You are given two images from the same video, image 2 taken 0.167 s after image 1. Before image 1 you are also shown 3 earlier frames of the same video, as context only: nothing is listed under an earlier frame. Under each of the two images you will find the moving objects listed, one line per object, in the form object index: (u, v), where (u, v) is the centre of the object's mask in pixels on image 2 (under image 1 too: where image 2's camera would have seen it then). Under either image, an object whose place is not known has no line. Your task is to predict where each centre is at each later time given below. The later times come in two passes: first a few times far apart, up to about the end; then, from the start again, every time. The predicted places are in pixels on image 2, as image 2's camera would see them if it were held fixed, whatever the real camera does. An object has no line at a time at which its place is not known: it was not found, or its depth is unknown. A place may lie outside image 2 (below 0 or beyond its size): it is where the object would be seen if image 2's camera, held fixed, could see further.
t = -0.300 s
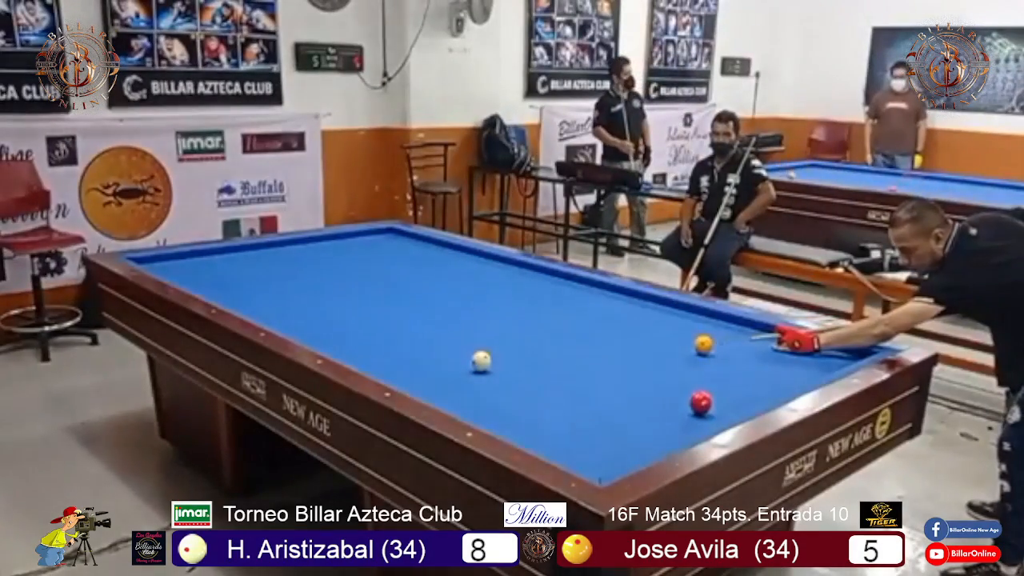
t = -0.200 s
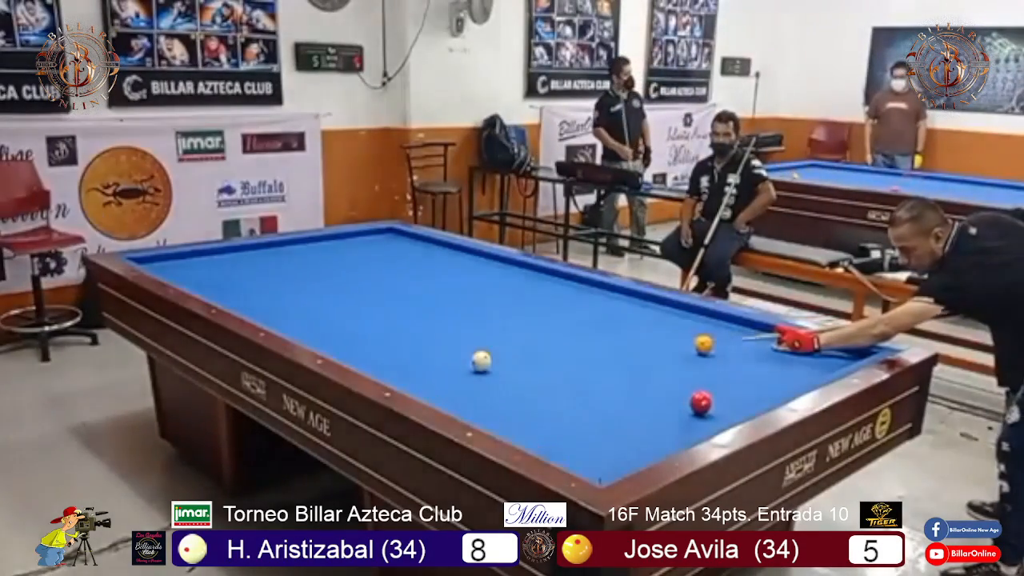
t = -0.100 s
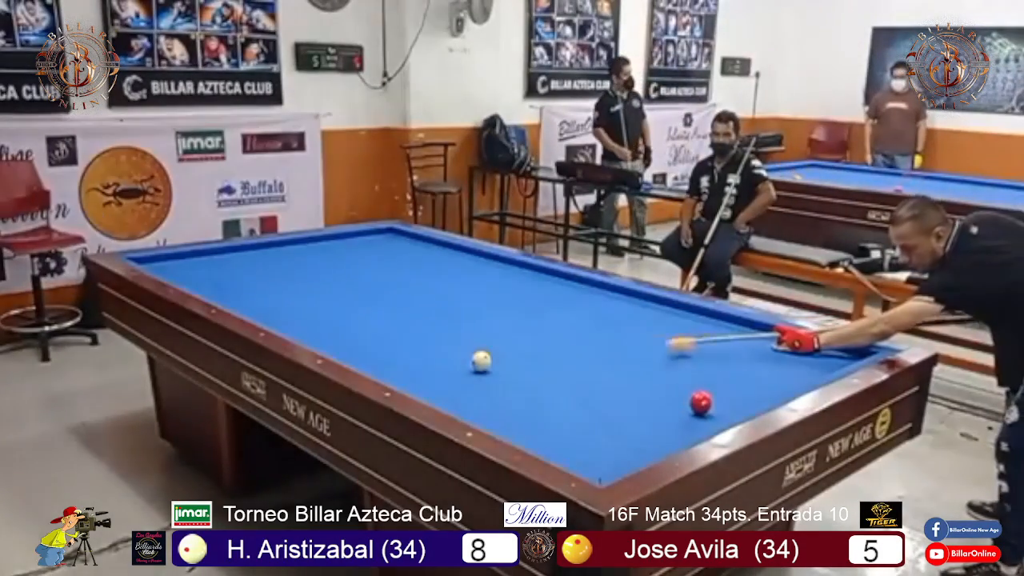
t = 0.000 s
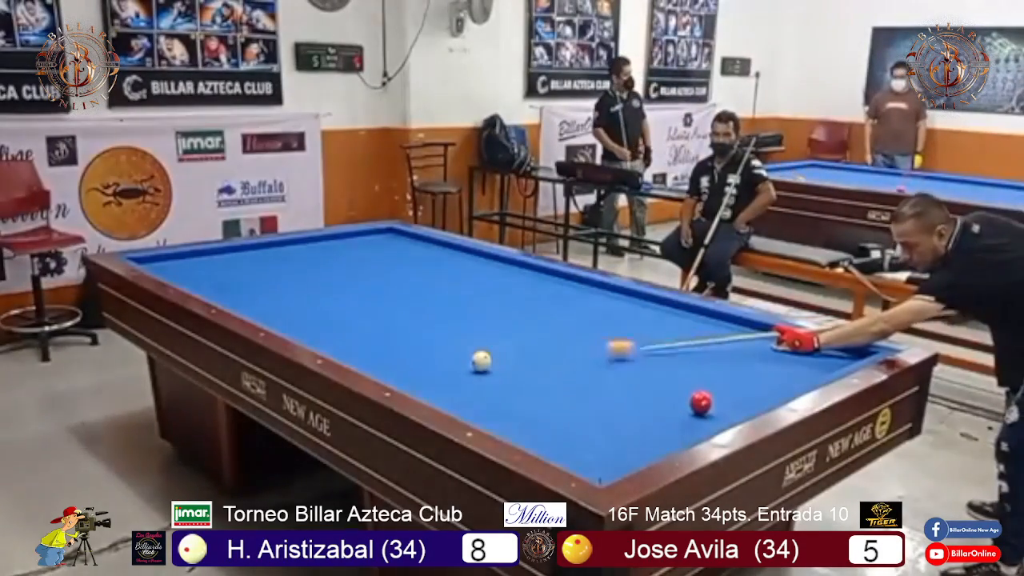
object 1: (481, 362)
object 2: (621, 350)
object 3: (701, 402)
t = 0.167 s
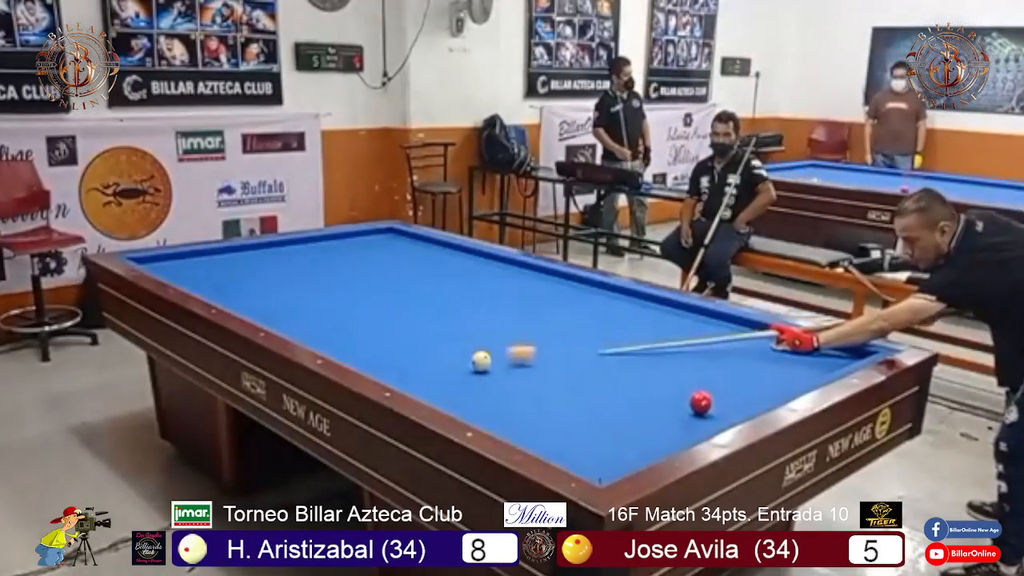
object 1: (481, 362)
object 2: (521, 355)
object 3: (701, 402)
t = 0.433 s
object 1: (420, 383)
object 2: (415, 341)
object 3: (701, 402)
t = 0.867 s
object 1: (503, 373)
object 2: (272, 316)
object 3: (701, 402)
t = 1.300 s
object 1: (574, 361)
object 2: (236, 283)
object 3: (701, 402)
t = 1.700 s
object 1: (632, 353)
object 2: (211, 258)
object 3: (701, 402)
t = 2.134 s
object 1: (688, 344)
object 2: (263, 255)
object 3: (701, 402)
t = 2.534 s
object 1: (734, 337)
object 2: (332, 258)
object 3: (701, 402)
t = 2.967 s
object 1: (777, 330)
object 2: (405, 262)
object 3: (701, 402)
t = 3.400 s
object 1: (769, 338)
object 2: (475, 266)
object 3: (701, 402)
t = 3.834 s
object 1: (761, 346)
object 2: (545, 270)
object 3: (701, 402)
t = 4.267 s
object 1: (755, 353)
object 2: (564, 281)
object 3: (701, 402)
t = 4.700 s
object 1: (749, 359)
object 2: (583, 295)
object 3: (701, 402)
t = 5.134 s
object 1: (743, 366)
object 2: (604, 310)
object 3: (701, 402)
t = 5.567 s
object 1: (738, 371)
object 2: (627, 327)
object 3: (701, 402)
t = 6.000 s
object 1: (733, 375)
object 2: (652, 345)
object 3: (701, 402)
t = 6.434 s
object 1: (729, 379)
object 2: (680, 364)
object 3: (701, 402)
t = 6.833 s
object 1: (727, 381)
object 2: (708, 383)
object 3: (701, 402)
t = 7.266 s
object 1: (724, 383)
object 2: (740, 403)
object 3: (701, 402)
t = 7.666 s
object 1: (724, 383)
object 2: (719, 407)
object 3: (688, 401)
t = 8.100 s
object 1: (724, 383)
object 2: (712, 407)
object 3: (665, 397)
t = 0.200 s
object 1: (481, 362)
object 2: (502, 356)
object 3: (701, 402)
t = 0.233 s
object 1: (475, 363)
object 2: (488, 353)
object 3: (701, 402)
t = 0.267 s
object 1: (465, 368)
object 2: (477, 350)
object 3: (701, 402)
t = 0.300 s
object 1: (455, 372)
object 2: (465, 349)
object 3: (701, 402)
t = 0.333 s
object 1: (445, 376)
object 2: (453, 347)
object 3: (701, 402)
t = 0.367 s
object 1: (436, 379)
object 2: (440, 345)
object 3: (701, 402)
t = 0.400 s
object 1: (427, 382)
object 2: (428, 343)
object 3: (701, 402)
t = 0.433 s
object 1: (420, 383)
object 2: (415, 341)
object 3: (701, 402)
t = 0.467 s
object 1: (425, 384)
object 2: (403, 340)
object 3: (701, 402)
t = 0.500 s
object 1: (434, 383)
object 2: (391, 338)
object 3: (701, 401)
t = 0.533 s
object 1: (441, 383)
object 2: (379, 336)
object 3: (701, 402)
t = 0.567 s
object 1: (449, 382)
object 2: (368, 335)
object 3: (701, 402)
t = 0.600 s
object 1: (455, 380)
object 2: (355, 334)
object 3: (701, 402)
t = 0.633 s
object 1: (461, 379)
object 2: (343, 332)
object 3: (701, 402)
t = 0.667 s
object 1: (467, 378)
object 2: (332, 330)
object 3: (701, 402)
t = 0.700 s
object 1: (473, 378)
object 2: (320, 329)
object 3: (701, 402)
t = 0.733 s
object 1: (479, 377)
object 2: (309, 327)
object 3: (701, 402)
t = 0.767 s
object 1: (485, 376)
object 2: (298, 325)
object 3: (701, 402)
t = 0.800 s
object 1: (492, 374)
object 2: (288, 322)
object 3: (701, 402)
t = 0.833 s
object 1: (497, 374)
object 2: (277, 319)
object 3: (701, 402)
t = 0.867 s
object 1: (503, 373)
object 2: (272, 316)
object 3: (701, 402)
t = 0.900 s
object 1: (509, 372)
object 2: (269, 315)
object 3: (701, 402)
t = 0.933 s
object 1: (515, 371)
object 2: (266, 312)
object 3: (701, 402)
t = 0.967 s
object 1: (520, 370)
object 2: (264, 310)
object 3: (701, 402)
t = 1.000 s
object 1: (526, 369)
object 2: (260, 307)
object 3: (701, 402)
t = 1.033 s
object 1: (532, 368)
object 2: (257, 304)
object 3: (701, 402)
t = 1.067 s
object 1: (537, 367)
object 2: (254, 301)
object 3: (701, 402)
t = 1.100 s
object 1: (542, 367)
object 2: (251, 298)
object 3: (701, 402)
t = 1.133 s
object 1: (548, 366)
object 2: (249, 296)
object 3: (701, 402)
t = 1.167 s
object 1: (553, 365)
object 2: (246, 293)
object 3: (701, 402)
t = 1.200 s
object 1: (558, 364)
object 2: (244, 290)
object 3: (701, 402)
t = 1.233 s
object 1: (564, 363)
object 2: (241, 288)
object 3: (701, 402)
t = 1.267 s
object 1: (568, 362)
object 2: (239, 285)
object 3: (701, 402)
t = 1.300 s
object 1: (574, 361)
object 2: (236, 283)
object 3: (701, 402)
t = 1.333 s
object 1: (579, 361)
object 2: (234, 281)
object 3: (701, 402)
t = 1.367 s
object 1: (583, 360)
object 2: (232, 278)
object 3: (701, 402)
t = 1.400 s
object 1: (588, 359)
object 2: (230, 276)
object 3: (701, 402)
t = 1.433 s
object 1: (593, 358)
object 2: (228, 274)
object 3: (701, 402)
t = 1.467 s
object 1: (599, 358)
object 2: (225, 272)
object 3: (701, 402)
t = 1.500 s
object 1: (603, 356)
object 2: (223, 270)
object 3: (701, 402)
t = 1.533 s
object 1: (608, 356)
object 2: (221, 268)
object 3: (701, 402)
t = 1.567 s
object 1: (613, 355)
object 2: (219, 266)
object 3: (701, 402)
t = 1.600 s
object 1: (617, 355)
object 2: (217, 263)
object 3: (701, 402)
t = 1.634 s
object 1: (623, 354)
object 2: (215, 262)
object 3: (701, 402)
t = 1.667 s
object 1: (627, 353)
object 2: (213, 260)
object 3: (701, 402)
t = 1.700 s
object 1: (632, 353)
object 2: (211, 258)
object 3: (701, 402)
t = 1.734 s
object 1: (637, 351)
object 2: (209, 256)
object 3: (701, 402)
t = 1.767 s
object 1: (641, 351)
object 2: (208, 254)
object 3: (701, 402)
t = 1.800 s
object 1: (645, 350)
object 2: (206, 252)
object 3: (701, 402)
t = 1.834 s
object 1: (650, 349)
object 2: (206, 251)
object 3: (701, 402)
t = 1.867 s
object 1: (654, 349)
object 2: (213, 251)
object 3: (701, 402)
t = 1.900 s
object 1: (659, 348)
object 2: (220, 251)
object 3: (701, 402)
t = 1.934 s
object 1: (662, 347)
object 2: (226, 252)
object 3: (701, 402)
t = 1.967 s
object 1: (667, 347)
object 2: (233, 253)
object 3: (701, 402)
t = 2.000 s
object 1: (671, 346)
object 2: (239, 253)
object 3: (701, 402)
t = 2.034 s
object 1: (675, 345)
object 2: (245, 253)
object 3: (701, 402)
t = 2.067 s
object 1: (680, 345)
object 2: (251, 254)
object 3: (701, 402)
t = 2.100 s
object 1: (684, 344)
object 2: (257, 254)
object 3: (701, 402)
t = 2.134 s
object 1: (688, 344)
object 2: (263, 255)
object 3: (701, 402)
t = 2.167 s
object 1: (692, 343)
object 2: (268, 255)
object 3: (701, 402)
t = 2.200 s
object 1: (696, 343)
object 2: (274, 255)
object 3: (701, 402)
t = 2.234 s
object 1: (700, 342)
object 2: (280, 255)
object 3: (701, 402)
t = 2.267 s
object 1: (704, 341)
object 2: (286, 256)
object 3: (701, 402)
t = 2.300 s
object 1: (708, 341)
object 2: (292, 256)
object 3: (701, 402)
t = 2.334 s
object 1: (712, 340)
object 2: (297, 256)
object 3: (701, 402)
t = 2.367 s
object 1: (716, 339)
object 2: (303, 257)
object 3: (701, 402)
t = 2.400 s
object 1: (720, 339)
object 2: (309, 257)
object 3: (701, 402)
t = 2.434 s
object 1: (723, 338)
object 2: (315, 258)
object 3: (701, 402)
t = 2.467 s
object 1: (727, 338)
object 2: (321, 258)
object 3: (701, 402)
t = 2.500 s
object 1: (730, 337)
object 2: (326, 258)
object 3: (701, 402)
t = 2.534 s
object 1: (734, 337)
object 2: (332, 258)
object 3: (701, 402)
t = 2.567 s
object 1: (738, 336)
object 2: (338, 259)
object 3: (701, 402)
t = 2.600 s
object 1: (742, 335)
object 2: (344, 259)
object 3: (701, 402)
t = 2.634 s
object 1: (745, 335)
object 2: (349, 259)
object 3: (701, 402)
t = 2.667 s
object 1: (748, 334)
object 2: (355, 259)
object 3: (701, 402)
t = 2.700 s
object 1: (752, 334)
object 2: (360, 260)
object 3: (701, 402)
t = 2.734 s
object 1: (756, 333)
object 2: (365, 260)
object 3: (701, 402)
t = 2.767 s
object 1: (759, 333)
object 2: (371, 260)
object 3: (701, 402)
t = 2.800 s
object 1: (763, 332)
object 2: (377, 261)
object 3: (701, 402)
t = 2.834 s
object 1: (766, 332)
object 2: (382, 261)
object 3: (701, 402)
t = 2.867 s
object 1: (770, 331)
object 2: (387, 261)
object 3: (701, 402)
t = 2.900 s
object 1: (773, 331)
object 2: (394, 262)
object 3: (701, 402)
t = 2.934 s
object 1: (776, 330)
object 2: (399, 262)
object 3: (701, 402)
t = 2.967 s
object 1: (777, 330)
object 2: (405, 262)
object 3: (701, 402)
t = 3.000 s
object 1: (776, 331)
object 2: (410, 263)
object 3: (701, 402)
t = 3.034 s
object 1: (775, 332)
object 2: (416, 263)
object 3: (701, 402)
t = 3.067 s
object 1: (775, 332)
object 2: (421, 263)
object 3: (701, 402)
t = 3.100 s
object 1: (774, 333)
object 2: (427, 264)
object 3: (701, 402)
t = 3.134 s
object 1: (774, 334)
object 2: (432, 264)
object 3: (701, 402)
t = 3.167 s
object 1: (773, 334)
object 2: (438, 265)
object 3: (701, 402)
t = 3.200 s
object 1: (773, 335)
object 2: (443, 265)
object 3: (701, 402)
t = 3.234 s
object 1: (772, 335)
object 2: (449, 265)
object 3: (701, 402)
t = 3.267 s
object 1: (771, 336)
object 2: (454, 265)
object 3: (701, 402)
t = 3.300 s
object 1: (771, 336)
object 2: (460, 265)
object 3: (701, 402)
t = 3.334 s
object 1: (770, 337)
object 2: (464, 266)
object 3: (701, 402)
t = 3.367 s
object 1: (770, 338)
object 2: (470, 266)
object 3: (701, 402)
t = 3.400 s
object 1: (769, 338)
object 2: (475, 266)
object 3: (701, 402)
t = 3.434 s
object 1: (769, 339)
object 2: (481, 266)
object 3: (701, 402)
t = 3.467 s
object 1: (768, 340)
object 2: (486, 267)
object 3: (701, 402)
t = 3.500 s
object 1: (767, 340)
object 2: (492, 267)
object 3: (701, 402)
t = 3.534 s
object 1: (767, 341)
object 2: (497, 267)
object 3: (701, 402)
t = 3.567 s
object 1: (766, 341)
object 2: (503, 268)
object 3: (701, 402)
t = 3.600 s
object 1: (765, 342)
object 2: (508, 268)
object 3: (701, 402)
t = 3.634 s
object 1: (765, 342)
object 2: (513, 269)
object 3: (701, 402)
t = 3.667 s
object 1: (764, 343)
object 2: (519, 269)
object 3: (701, 402)
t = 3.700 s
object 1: (764, 343)
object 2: (524, 269)
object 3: (701, 402)
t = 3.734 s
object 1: (763, 344)
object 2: (529, 269)
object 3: (701, 402)
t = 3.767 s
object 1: (763, 345)
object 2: (535, 269)
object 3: (701, 402)
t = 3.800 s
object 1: (762, 345)
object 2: (540, 270)
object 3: (701, 402)
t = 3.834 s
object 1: (761, 346)
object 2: (545, 270)
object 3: (701, 402)
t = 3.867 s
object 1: (761, 346)
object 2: (550, 270)
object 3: (701, 402)
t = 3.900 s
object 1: (761, 347)
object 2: (551, 271)
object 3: (701, 402)
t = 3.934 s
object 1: (760, 347)
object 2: (551, 271)
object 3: (701, 402)
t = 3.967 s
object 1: (760, 348)
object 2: (552, 271)
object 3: (701, 402)
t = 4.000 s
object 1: (759, 348)
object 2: (553, 273)
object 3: (701, 402)
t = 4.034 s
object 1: (759, 349)
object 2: (555, 274)
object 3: (701, 402)
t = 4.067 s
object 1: (758, 349)
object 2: (556, 275)
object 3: (701, 402)
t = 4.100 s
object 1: (758, 350)
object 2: (558, 275)
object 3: (701, 402)
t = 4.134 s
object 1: (757, 350)
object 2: (559, 277)
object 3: (701, 402)
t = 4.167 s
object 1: (757, 351)
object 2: (560, 278)
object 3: (701, 402)
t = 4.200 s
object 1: (756, 351)
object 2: (562, 279)
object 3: (701, 402)
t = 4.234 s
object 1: (756, 352)
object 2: (563, 280)
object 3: (701, 402)
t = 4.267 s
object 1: (755, 353)
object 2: (564, 281)
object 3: (701, 402)
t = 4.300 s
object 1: (755, 353)
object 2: (566, 283)
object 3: (701, 402)
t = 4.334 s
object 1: (754, 354)
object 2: (567, 283)
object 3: (701, 402)
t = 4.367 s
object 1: (754, 354)
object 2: (568, 284)
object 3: (701, 402)
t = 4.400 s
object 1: (753, 355)
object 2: (569, 285)
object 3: (701, 402)
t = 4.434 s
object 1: (753, 355)
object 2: (571, 286)
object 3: (701, 402)
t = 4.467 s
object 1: (752, 356)
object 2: (572, 287)
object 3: (701, 402)
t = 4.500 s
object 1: (752, 356)
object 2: (574, 289)
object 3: (701, 402)
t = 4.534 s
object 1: (751, 356)
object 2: (575, 290)
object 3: (701, 402)
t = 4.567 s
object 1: (750, 357)
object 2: (577, 290)
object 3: (701, 401)
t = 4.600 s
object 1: (750, 358)
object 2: (578, 291)
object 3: (701, 402)
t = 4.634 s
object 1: (749, 358)
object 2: (580, 292)
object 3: (701, 402)
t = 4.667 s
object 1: (749, 359)
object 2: (581, 294)
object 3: (701, 402)
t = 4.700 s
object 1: (749, 359)
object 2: (583, 295)
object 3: (701, 402)
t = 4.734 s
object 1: (748, 360)
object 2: (585, 296)
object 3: (701, 402)
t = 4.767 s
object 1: (748, 360)
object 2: (586, 297)
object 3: (701, 402)
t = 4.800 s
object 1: (747, 361)
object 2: (587, 298)
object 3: (701, 402)
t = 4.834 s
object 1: (747, 361)
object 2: (589, 300)
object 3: (701, 402)
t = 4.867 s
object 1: (747, 362)
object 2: (591, 301)
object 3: (701, 402)
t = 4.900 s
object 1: (746, 362)
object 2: (593, 302)
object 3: (701, 402)
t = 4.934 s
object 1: (746, 363)
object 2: (594, 304)
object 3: (701, 402)
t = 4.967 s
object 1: (745, 363)
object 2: (595, 305)
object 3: (701, 402)
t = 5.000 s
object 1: (745, 364)
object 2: (597, 306)
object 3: (701, 402)
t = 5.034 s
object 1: (744, 364)
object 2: (599, 307)
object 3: (701, 402)
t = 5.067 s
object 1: (744, 365)
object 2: (601, 308)
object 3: (701, 402)
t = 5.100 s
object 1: (743, 365)
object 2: (602, 309)
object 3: (701, 402)
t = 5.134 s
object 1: (743, 366)
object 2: (604, 310)
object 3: (701, 402)
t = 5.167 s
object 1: (742, 366)
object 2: (605, 311)
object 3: (701, 401)
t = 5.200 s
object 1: (742, 367)
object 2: (607, 313)
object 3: (701, 402)
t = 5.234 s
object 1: (742, 367)
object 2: (609, 314)
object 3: (701, 402)
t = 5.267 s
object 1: (741, 367)
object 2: (610, 316)
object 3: (701, 402)
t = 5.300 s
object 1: (741, 368)
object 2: (612, 317)
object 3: (701, 401)
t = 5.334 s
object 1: (741, 368)
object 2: (614, 318)
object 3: (701, 401)
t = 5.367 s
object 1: (740, 368)
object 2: (616, 319)
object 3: (701, 401)
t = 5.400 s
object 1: (740, 369)
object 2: (618, 320)
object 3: (701, 402)
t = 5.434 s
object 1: (739, 369)
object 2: (619, 322)
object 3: (701, 402)
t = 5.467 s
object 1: (739, 370)
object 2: (621, 323)
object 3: (701, 402)
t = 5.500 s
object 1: (739, 370)
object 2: (623, 324)
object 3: (701, 401)
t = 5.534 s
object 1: (738, 370)
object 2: (625, 325)
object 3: (701, 402)
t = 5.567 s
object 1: (738, 371)
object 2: (627, 327)
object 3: (701, 402)
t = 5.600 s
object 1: (737, 371)
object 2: (628, 328)
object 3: (701, 401)
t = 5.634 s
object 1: (737, 372)
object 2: (630, 329)
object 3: (701, 402)
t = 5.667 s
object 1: (736, 372)
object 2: (632, 331)
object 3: (701, 402)
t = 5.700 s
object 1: (736, 372)
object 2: (634, 332)
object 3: (701, 402)
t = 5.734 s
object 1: (736, 373)
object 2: (636, 333)
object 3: (701, 402)
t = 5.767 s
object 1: (736, 373)
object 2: (638, 335)
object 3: (701, 402)
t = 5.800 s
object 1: (735, 373)
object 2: (640, 336)
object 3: (701, 402)
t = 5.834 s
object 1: (734, 373)
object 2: (642, 337)
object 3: (701, 401)
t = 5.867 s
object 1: (734, 374)
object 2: (644, 339)
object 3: (701, 402)
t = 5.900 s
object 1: (734, 374)
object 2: (646, 341)
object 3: (701, 402)
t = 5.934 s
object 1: (734, 374)
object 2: (648, 342)
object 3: (701, 402)
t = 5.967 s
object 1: (733, 375)
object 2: (650, 343)
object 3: (701, 402)
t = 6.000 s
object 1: (733, 375)
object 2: (652, 345)
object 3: (701, 402)
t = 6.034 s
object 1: (732, 375)
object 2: (654, 346)
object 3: (701, 402)
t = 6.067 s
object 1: (732, 376)
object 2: (656, 347)
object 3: (701, 402)
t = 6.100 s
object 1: (732, 376)
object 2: (658, 349)
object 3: (701, 402)
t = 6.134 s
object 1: (731, 376)
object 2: (661, 350)
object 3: (701, 402)
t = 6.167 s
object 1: (731, 377)
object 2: (662, 351)
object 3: (701, 402)
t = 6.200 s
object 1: (731, 377)
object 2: (664, 353)
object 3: (701, 402)
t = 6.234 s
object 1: (731, 377)
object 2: (666, 354)
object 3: (701, 402)
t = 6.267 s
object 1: (730, 377)
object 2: (669, 356)
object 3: (701, 402)
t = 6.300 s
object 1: (730, 378)
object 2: (671, 358)
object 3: (701, 401)
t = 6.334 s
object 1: (729, 378)
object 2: (673, 359)
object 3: (701, 402)
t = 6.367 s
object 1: (729, 378)
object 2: (675, 361)
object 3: (701, 402)
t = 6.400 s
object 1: (728, 379)
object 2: (677, 362)
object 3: (701, 402)
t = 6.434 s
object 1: (729, 379)
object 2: (680, 364)
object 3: (701, 402)
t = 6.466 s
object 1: (728, 379)
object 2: (682, 366)
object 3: (701, 402)
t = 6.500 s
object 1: (728, 379)
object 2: (684, 367)
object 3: (701, 402)
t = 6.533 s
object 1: (728, 379)
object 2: (687, 368)
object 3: (701, 402)
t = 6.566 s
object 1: (728, 380)
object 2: (689, 370)
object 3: (701, 401)
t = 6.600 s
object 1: (728, 380)
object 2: (691, 372)
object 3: (701, 402)
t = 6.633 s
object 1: (727, 380)
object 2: (694, 374)
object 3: (701, 402)
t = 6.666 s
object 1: (727, 381)
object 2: (696, 375)
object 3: (701, 402)
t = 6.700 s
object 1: (727, 381)
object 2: (698, 376)
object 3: (701, 402)
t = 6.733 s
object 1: (727, 381)
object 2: (700, 378)
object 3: (701, 402)
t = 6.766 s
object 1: (727, 381)
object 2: (703, 379)
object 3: (701, 402)
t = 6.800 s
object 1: (726, 381)
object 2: (706, 381)
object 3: (701, 402)
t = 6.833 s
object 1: (727, 381)
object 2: (708, 383)
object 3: (701, 402)
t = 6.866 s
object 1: (727, 381)
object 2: (709, 384)
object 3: (701, 402)
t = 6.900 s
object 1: (727, 381)
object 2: (712, 386)
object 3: (701, 402)
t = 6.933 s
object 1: (727, 379)
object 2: (716, 388)
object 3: (701, 402)
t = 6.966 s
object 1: (727, 379)
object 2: (718, 390)
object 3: (701, 402)
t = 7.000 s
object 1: (727, 378)
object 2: (720, 392)
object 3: (701, 402)
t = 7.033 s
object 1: (725, 378)
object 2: (723, 393)
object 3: (701, 401)
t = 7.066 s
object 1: (725, 378)
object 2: (725, 395)
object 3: (701, 401)
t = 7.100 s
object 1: (725, 379)
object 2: (728, 397)
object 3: (701, 402)
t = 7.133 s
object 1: (724, 380)
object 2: (730, 399)
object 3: (701, 402)
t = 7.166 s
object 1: (724, 382)
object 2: (734, 400)
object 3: (701, 402)
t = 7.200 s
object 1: (724, 382)
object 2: (736, 402)
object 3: (701, 402)
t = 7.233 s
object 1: (724, 383)
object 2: (738, 403)
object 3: (701, 402)
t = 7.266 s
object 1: (724, 383)
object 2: (740, 403)
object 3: (701, 402)
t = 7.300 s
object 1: (724, 383)
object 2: (741, 404)
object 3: (701, 402)
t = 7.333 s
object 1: (725, 383)
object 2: (737, 405)
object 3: (701, 402)
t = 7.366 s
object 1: (724, 383)
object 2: (735, 405)
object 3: (701, 402)
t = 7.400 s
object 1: (724, 383)
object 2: (731, 406)
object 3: (701, 402)
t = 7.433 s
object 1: (724, 383)
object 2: (728, 406)
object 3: (701, 402)
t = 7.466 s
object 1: (724, 383)
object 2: (724, 406)
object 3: (701, 402)
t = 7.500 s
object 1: (724, 383)
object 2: (723, 406)
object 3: (700, 401)
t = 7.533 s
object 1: (724, 383)
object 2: (722, 406)
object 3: (697, 401)
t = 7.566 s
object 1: (725, 383)
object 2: (721, 406)
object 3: (695, 401)
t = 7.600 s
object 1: (724, 383)
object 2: (721, 406)
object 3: (693, 401)
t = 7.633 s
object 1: (724, 383)
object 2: (720, 407)
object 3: (691, 401)
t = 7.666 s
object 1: (724, 383)
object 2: (719, 407)
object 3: (688, 401)
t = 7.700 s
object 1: (724, 383)
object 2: (718, 407)
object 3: (687, 400)
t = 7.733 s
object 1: (724, 383)
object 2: (717, 407)
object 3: (685, 400)
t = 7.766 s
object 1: (724, 383)
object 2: (717, 407)
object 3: (683, 400)
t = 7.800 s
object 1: (724, 383)
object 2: (717, 407)
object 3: (681, 399)
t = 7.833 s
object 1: (724, 383)
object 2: (716, 407)
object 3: (679, 399)
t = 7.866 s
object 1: (724, 383)
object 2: (716, 407)
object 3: (677, 399)
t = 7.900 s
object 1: (724, 383)
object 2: (715, 407)
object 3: (675, 399)
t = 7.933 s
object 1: (724, 383)
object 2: (715, 407)
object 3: (673, 398)
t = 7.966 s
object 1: (724, 383)
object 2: (714, 407)
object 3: (672, 398)
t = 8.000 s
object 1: (724, 383)
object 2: (714, 407)
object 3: (670, 398)
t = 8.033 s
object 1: (724, 383)
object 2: (713, 407)
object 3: (668, 398)
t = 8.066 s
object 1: (724, 383)
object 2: (712, 407)
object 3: (666, 397)
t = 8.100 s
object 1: (724, 383)
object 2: (712, 407)
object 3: (665, 397)
